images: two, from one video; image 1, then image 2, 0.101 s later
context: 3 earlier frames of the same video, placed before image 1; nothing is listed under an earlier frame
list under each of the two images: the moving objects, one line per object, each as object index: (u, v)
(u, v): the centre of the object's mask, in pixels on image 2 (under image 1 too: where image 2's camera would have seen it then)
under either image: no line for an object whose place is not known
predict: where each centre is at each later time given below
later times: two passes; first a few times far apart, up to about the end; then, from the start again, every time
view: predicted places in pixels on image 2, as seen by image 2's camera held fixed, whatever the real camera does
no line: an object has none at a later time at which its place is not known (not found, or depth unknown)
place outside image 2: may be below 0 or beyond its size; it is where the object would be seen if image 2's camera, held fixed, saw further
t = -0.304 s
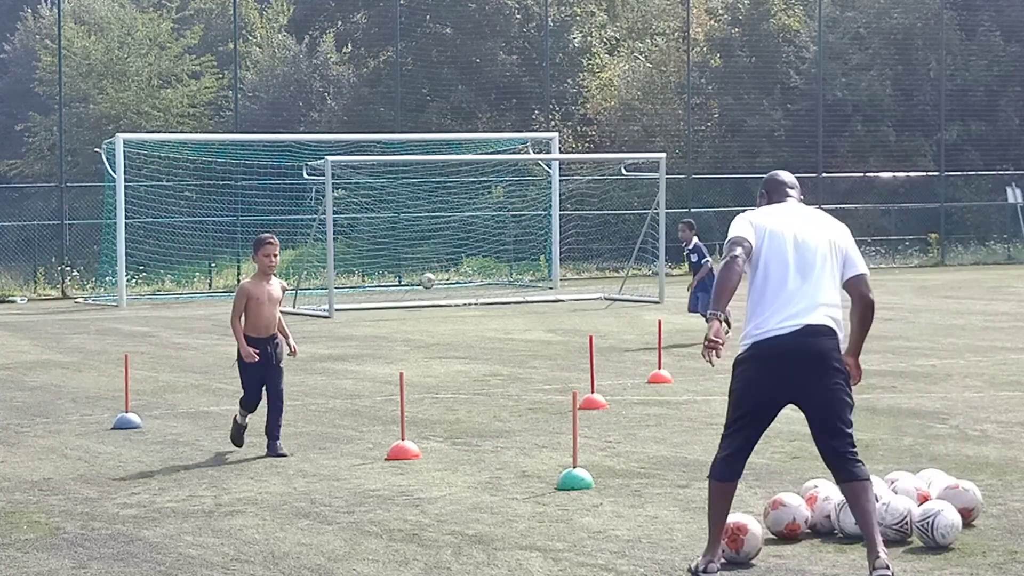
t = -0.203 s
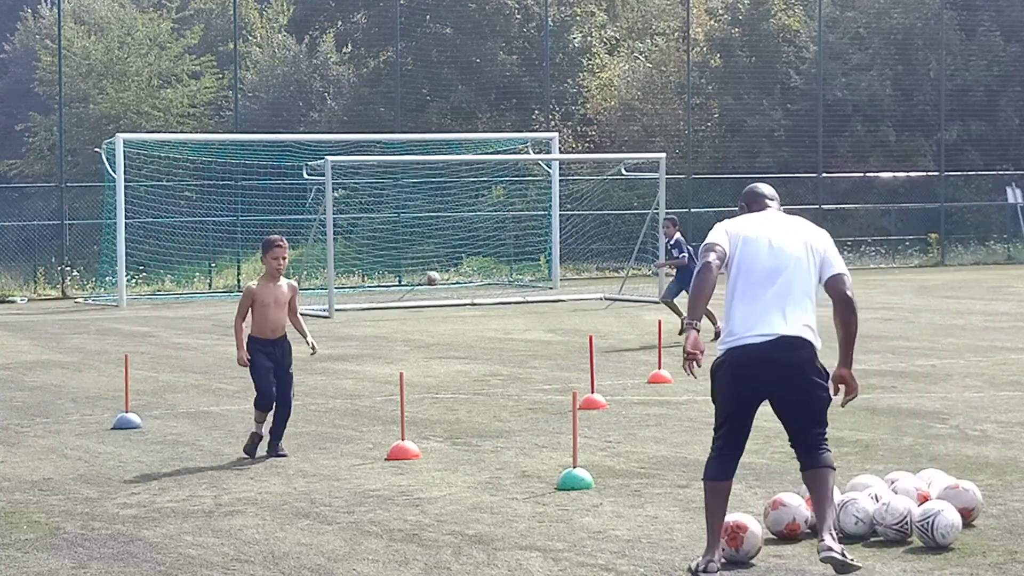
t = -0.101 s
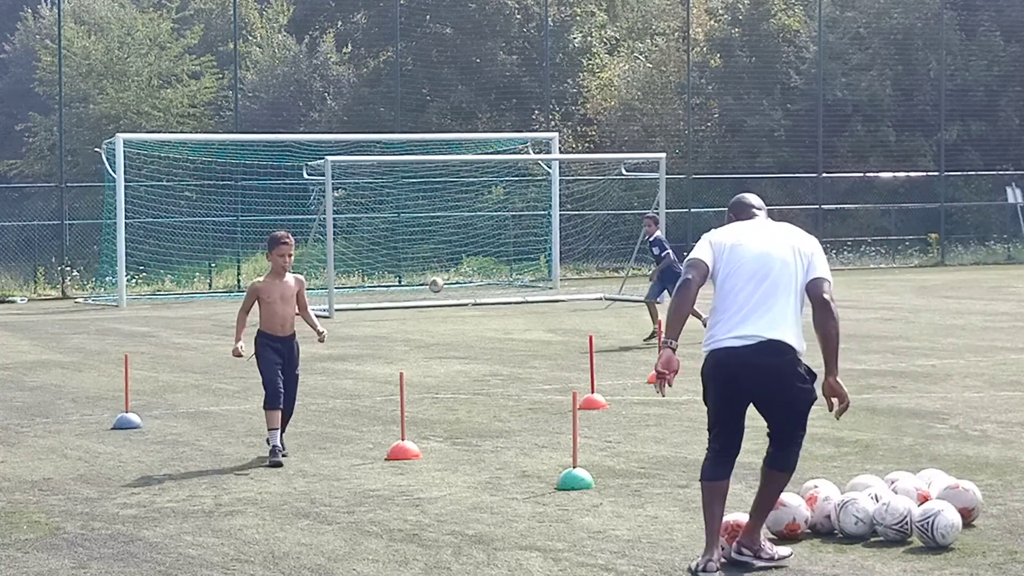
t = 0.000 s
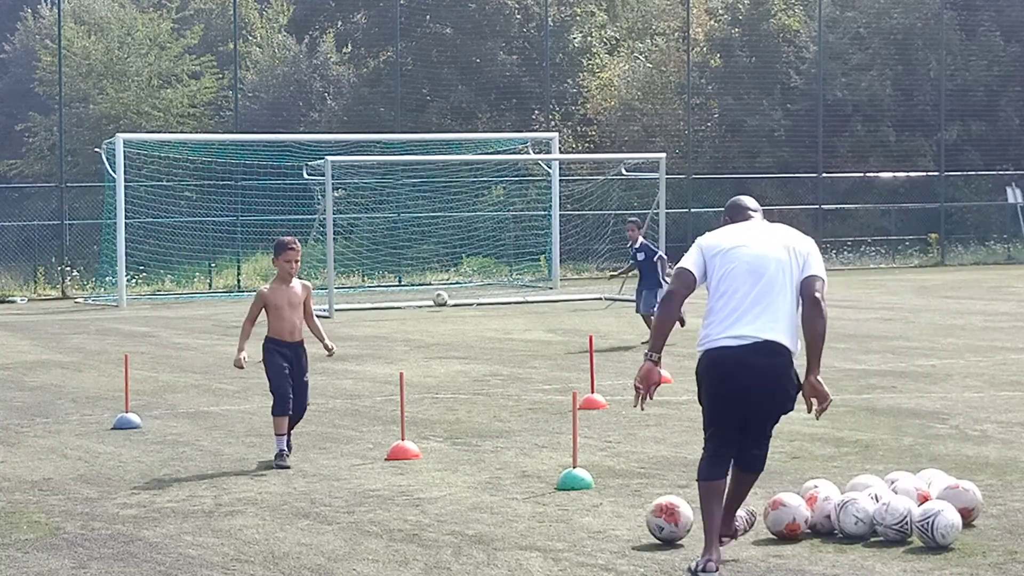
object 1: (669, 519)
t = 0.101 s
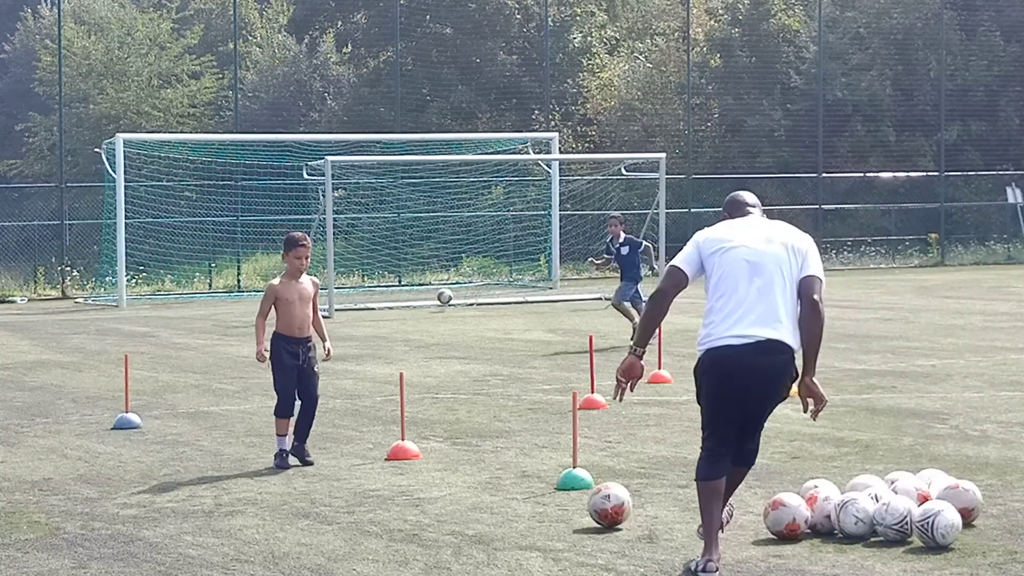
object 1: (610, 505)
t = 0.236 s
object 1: (547, 490)
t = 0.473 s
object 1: (469, 471)
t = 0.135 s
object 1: (592, 502)
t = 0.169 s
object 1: (576, 496)
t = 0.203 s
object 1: (561, 493)
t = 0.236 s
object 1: (547, 490)
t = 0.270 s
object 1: (534, 485)
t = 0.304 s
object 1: (522, 482)
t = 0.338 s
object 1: (510, 481)
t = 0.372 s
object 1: (499, 477)
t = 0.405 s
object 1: (489, 473)
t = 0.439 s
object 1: (479, 472)
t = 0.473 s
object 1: (469, 471)
